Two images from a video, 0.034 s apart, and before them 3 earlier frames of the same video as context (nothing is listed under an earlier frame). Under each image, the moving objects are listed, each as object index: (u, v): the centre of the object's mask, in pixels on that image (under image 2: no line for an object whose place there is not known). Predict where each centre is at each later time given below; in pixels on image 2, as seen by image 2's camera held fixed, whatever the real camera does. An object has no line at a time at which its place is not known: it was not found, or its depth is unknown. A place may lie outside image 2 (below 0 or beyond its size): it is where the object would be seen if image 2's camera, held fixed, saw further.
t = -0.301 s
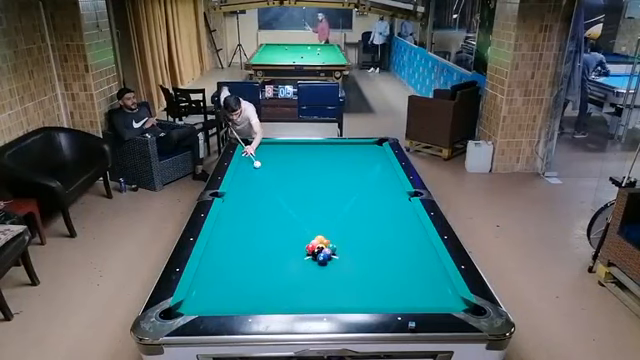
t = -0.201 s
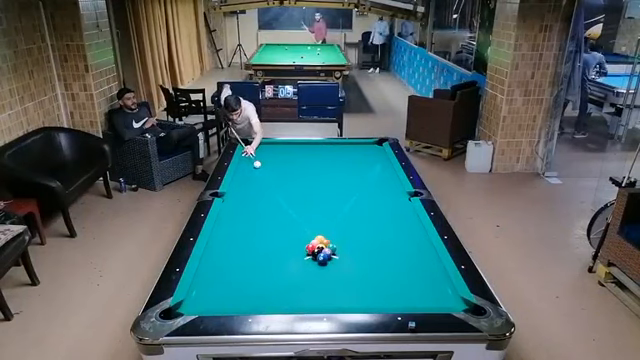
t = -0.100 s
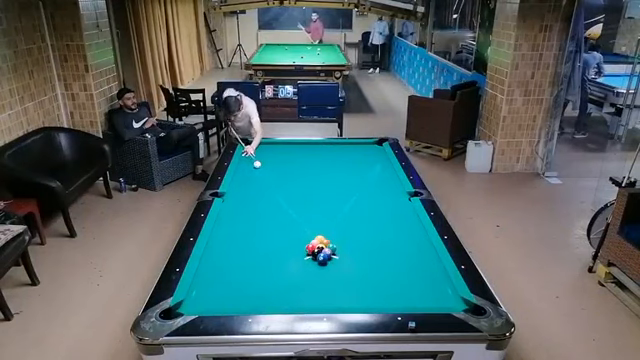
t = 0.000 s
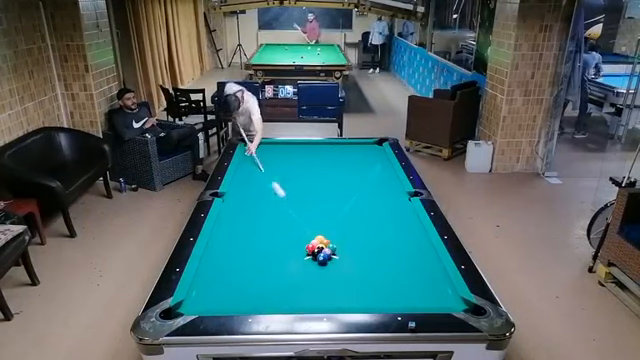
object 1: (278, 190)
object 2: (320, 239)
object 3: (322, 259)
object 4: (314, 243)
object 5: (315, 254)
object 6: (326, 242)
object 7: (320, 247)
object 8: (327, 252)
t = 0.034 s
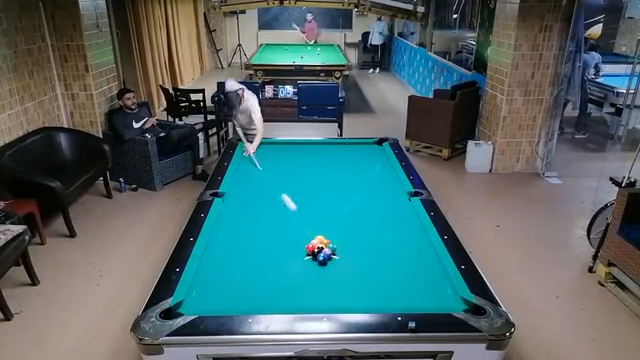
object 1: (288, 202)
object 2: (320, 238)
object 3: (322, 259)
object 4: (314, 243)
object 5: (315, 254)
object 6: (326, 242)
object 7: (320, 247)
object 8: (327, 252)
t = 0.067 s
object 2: (320, 238)
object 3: (322, 259)
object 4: (314, 243)
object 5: (315, 254)
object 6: (325, 242)
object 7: (320, 247)
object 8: (327, 252)
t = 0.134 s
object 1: (307, 235)
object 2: (324, 236)
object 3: (315, 267)
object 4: (313, 244)
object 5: (316, 256)
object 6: (331, 244)
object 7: (322, 248)
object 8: (327, 254)
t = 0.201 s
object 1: (293, 237)
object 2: (331, 233)
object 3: (298, 284)
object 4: (310, 243)
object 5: (317, 262)
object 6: (337, 246)
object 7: (325, 249)
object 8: (328, 256)
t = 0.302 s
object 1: (273, 241)
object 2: (340, 228)
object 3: (274, 303)
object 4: (306, 242)
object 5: (319, 268)
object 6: (347, 247)
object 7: (332, 250)
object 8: (331, 259)
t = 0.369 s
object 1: (261, 244)
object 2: (346, 224)
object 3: (268, 297)
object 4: (303, 240)
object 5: (320, 272)
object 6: (354, 248)
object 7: (334, 252)
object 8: (332, 261)
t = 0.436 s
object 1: (249, 248)
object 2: (351, 221)
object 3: (263, 288)
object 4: (300, 239)
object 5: (321, 276)
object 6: (361, 249)
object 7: (337, 252)
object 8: (333, 263)
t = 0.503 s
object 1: (239, 253)
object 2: (357, 217)
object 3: (259, 280)
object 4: (298, 238)
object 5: (323, 281)
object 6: (368, 251)
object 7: (340, 253)
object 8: (335, 265)
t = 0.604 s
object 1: (224, 263)
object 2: (364, 213)
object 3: (252, 269)
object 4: (294, 237)
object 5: (324, 287)
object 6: (378, 252)
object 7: (345, 255)
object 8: (336, 268)
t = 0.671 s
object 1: (213, 273)
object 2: (369, 209)
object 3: (247, 261)
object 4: (291, 236)
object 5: (326, 292)
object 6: (385, 253)
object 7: (348, 256)
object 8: (338, 270)
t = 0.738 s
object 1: (203, 283)
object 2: (374, 206)
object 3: (242, 255)
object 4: (289, 235)
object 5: (327, 297)
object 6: (392, 255)
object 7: (351, 256)
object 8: (340, 272)
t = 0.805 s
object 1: (192, 293)
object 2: (379, 203)
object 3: (239, 248)
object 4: (286, 235)
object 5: (328, 300)
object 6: (399, 255)
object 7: (354, 257)
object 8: (341, 274)
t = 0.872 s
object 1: (194, 302)
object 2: (383, 200)
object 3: (235, 243)
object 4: (284, 234)
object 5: (329, 303)
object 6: (405, 257)
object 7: (356, 258)
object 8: (342, 276)
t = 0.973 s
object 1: (191, 305)
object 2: (389, 196)
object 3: (230, 235)
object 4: (281, 233)
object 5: (330, 301)
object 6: (415, 258)
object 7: (360, 259)
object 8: (343, 279)
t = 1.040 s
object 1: (187, 303)
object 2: (393, 194)
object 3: (227, 229)
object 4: (279, 232)
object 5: (330, 299)
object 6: (422, 259)
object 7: (363, 260)
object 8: (344, 281)
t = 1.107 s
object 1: (190, 303)
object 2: (396, 191)
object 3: (224, 225)
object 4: (277, 231)
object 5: (330, 296)
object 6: (428, 260)
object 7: (366, 261)
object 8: (346, 283)
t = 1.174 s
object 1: (193, 303)
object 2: (400, 189)
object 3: (221, 220)
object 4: (275, 230)
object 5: (331, 294)
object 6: (435, 261)
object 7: (368, 262)
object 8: (347, 285)
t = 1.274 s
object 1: (197, 304)
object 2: (396, 186)
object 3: (224, 214)
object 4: (272, 230)
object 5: (331, 290)
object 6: (432, 261)
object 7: (372, 262)
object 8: (348, 288)
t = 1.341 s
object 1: (199, 304)
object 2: (392, 184)
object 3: (228, 210)
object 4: (270, 229)
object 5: (331, 288)
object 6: (429, 262)
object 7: (374, 263)
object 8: (349, 289)
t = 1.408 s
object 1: (202, 305)
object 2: (389, 182)
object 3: (231, 206)
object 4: (268, 228)
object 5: (331, 286)
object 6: (426, 262)
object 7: (377, 263)
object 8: (351, 291)
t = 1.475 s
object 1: (204, 304)
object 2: (386, 181)
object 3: (234, 203)
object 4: (267, 228)
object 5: (332, 284)
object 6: (423, 263)
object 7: (379, 264)
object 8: (352, 293)
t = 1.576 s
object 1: (207, 304)
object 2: (381, 178)
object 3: (240, 198)
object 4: (264, 227)
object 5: (332, 280)
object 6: (419, 263)
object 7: (382, 265)
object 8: (353, 295)
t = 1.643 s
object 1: (209, 303)
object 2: (378, 176)
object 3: (242, 195)
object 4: (262, 226)
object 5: (332, 278)
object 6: (416, 263)
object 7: (384, 265)
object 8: (354, 297)
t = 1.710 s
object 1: (210, 303)
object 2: (375, 175)
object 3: (245, 192)
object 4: (261, 226)
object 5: (332, 276)
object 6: (413, 264)
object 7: (387, 266)
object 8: (355, 299)
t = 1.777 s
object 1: (212, 303)
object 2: (373, 173)
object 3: (248, 190)
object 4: (260, 225)
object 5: (333, 275)
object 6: (410, 264)
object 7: (388, 266)
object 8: (356, 300)
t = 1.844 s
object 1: (213, 303)
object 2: (370, 172)
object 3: (251, 187)
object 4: (258, 225)
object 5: (332, 273)
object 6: (408, 264)
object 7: (390, 267)
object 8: (356, 301)
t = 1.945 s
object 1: (215, 302)
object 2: (366, 170)
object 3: (255, 183)
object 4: (256, 224)
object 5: (332, 270)
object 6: (404, 264)
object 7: (393, 267)
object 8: (358, 302)
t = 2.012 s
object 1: (217, 302)
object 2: (363, 169)
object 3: (257, 180)
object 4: (254, 224)
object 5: (333, 268)
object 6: (403, 264)
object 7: (394, 268)
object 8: (358, 302)
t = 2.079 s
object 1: (218, 301)
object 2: (361, 167)
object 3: (259, 178)
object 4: (253, 223)
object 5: (333, 266)
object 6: (402, 264)
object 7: (394, 269)
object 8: (358, 302)
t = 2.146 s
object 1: (219, 301)
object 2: (359, 166)
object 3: (262, 175)
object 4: (252, 222)
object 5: (333, 265)
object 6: (401, 264)
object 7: (394, 270)
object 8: (358, 302)
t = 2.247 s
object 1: (221, 301)
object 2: (355, 164)
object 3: (265, 172)
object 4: (250, 222)
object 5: (333, 262)
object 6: (401, 263)
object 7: (393, 272)
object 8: (359, 300)
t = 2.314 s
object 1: (222, 301)
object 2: (353, 163)
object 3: (267, 170)
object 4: (249, 222)
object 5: (333, 261)
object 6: (400, 263)
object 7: (393, 273)
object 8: (359, 300)
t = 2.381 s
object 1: (223, 301)
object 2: (350, 162)
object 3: (269, 168)
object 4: (248, 221)
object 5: (333, 259)
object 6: (400, 263)
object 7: (393, 274)
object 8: (359, 299)
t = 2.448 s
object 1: (223, 301)
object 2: (348, 160)
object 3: (271, 165)
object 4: (247, 221)
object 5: (333, 258)
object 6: (400, 263)
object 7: (393, 275)
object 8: (359, 299)
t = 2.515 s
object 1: (224, 301)
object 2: (346, 159)
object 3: (273, 164)
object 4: (246, 221)
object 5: (333, 257)
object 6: (400, 263)
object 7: (392, 275)
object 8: (359, 298)
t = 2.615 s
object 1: (225, 300)
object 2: (343, 158)
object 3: (276, 161)
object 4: (245, 220)
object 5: (333, 255)
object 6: (400, 263)
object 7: (392, 276)
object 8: (359, 298)
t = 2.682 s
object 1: (226, 300)
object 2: (340, 156)
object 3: (279, 158)
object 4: (244, 220)
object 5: (333, 253)
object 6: (400, 263)
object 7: (392, 277)
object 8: (359, 297)
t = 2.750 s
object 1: (227, 300)
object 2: (337, 155)
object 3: (282, 155)
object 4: (242, 219)
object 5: (333, 251)
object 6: (400, 263)
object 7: (392, 277)
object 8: (359, 297)
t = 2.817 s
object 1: (227, 300)
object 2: (335, 154)
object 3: (283, 154)
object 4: (242, 219)
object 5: (333, 250)
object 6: (400, 263)
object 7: (392, 278)
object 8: (359, 296)
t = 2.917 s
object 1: (228, 300)
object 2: (332, 152)
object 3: (285, 151)
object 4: (241, 218)
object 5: (334, 249)
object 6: (400, 263)
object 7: (392, 278)
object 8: (359, 296)
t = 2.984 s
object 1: (228, 300)
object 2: (330, 151)
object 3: (288, 150)
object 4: (240, 218)
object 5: (334, 248)
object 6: (400, 263)
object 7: (392, 279)
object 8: (359, 296)
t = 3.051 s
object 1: (228, 300)
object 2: (328, 150)
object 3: (289, 149)
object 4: (239, 218)
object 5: (334, 247)
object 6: (400, 263)
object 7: (392, 280)
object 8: (359, 295)
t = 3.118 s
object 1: (228, 300)
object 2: (327, 149)
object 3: (290, 146)
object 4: (239, 218)
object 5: (334, 246)
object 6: (399, 263)
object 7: (392, 280)
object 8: (359, 295)
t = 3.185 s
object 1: (228, 300)
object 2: (325, 149)
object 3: (292, 145)
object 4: (238, 218)
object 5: (335, 245)
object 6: (400, 263)
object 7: (392, 280)
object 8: (358, 295)
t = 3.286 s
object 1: (228, 300)
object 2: (323, 147)
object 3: (294, 144)
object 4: (238, 218)
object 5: (335, 244)
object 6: (400, 263)
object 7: (392, 281)
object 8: (358, 295)
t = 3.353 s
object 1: (228, 300)
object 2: (321, 146)
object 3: (296, 144)
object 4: (237, 217)
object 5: (335, 243)
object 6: (400, 263)
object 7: (392, 281)
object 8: (358, 295)
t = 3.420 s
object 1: (228, 300)
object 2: (319, 146)
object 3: (298, 145)
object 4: (237, 217)
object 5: (335, 242)
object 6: (400, 263)
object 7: (392, 281)
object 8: (358, 295)
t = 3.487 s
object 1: (228, 300)
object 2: (318, 146)
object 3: (300, 145)
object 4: (237, 217)
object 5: (335, 242)
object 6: (400, 263)
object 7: (392, 281)
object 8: (358, 295)
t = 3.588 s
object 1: (228, 300)
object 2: (315, 144)
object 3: (302, 147)
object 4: (236, 217)
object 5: (335, 241)
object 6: (400, 263)
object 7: (392, 281)
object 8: (358, 295)
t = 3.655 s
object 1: (228, 300)
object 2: (314, 143)
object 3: (304, 148)
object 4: (236, 217)
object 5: (336, 240)
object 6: (400, 263)
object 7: (392, 281)
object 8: (358, 295)
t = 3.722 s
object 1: (228, 300)
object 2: (313, 143)
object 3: (306, 149)
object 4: (236, 217)
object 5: (336, 240)
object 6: (400, 263)
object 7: (392, 281)
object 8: (358, 295)
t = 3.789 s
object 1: (228, 300)
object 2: (312, 143)
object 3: (308, 149)
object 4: (236, 217)
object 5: (336, 239)
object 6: (400, 263)
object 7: (392, 281)
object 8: (358, 295)
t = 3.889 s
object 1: (228, 300)
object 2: (310, 144)
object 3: (311, 151)
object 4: (236, 217)
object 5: (336, 238)
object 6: (400, 263)
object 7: (392, 281)
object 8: (358, 295)
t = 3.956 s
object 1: (228, 300)
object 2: (310, 144)
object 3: (312, 152)
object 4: (236, 217)
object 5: (336, 238)
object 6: (400, 263)
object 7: (392, 281)
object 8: (358, 295)
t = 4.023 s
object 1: (228, 300)
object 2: (308, 145)
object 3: (314, 152)
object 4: (236, 217)
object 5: (336, 237)
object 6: (400, 263)
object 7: (392, 281)
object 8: (358, 295)
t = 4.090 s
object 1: (228, 300)
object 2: (308, 145)
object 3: (317, 154)
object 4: (236, 217)
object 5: (337, 237)
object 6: (400, 263)
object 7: (392, 281)
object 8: (358, 295)
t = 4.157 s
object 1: (228, 300)
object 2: (307, 146)
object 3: (320, 154)
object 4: (236, 217)
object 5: (337, 237)
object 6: (400, 263)
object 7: (392, 281)
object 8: (358, 295)
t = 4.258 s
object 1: (228, 300)
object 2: (305, 147)
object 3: (321, 155)
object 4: (236, 217)
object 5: (337, 236)
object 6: (400, 263)
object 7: (392, 281)
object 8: (358, 295)
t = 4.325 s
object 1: (228, 300)
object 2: (304, 147)
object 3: (323, 156)
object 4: (236, 217)
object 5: (337, 236)
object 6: (400, 263)
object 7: (392, 281)
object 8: (358, 295)
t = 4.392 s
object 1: (228, 300)
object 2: (303, 147)
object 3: (325, 157)
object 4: (236, 217)
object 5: (337, 236)
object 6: (400, 263)
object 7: (392, 281)
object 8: (358, 295)
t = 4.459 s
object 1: (228, 300)
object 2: (303, 147)
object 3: (326, 157)
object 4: (236, 217)
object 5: (337, 236)
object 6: (400, 263)
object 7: (392, 281)
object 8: (358, 295)
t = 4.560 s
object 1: (228, 300)
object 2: (302, 148)
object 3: (329, 159)
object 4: (236, 217)
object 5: (337, 235)
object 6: (400, 263)
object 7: (392, 281)
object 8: (358, 295)
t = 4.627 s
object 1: (228, 300)
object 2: (301, 149)
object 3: (330, 160)
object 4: (236, 217)
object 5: (337, 235)
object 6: (400, 262)
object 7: (392, 281)
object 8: (358, 295)
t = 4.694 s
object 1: (228, 300)
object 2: (300, 149)
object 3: (332, 160)
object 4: (236, 217)
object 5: (337, 234)
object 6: (400, 263)
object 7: (392, 281)
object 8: (358, 295)
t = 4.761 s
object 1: (228, 300)
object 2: (299, 150)
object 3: (334, 161)
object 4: (236, 217)
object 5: (337, 235)
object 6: (400, 263)
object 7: (392, 281)
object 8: (358, 295)
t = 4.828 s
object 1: (228, 300)
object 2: (298, 150)
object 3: (336, 163)
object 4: (236, 217)
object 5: (337, 235)
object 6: (400, 263)
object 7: (392, 281)
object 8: (358, 295)
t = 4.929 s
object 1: (228, 300)
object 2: (297, 150)
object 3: (338, 163)
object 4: (236, 217)
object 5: (337, 235)
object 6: (400, 263)
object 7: (392, 281)
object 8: (358, 295)
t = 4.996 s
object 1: (228, 300)
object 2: (297, 151)
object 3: (340, 164)
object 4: (236, 217)
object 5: (337, 235)
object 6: (400, 263)
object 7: (392, 281)
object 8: (358, 295)
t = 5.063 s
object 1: (228, 300)
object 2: (296, 151)
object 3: (342, 165)
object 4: (236, 217)
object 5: (337, 235)
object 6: (400, 263)
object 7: (392, 281)
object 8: (358, 295)
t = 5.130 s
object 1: (228, 300)
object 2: (295, 151)
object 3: (344, 166)
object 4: (236, 217)
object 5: (337, 234)
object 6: (400, 263)
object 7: (392, 281)
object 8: (358, 295)
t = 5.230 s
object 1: (228, 300)
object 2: (294, 152)
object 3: (346, 166)
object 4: (236, 217)
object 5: (337, 234)
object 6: (400, 263)
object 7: (392, 281)
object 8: (358, 295)
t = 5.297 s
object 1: (228, 300)
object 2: (294, 152)
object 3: (348, 167)
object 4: (236, 217)
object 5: (337, 234)
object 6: (400, 263)
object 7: (392, 281)
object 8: (359, 295)
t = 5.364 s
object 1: (228, 300)
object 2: (293, 152)
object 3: (349, 168)
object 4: (236, 217)
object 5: (337, 234)
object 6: (400, 263)
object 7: (392, 281)
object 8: (358, 295)
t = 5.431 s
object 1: (228, 300)
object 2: (292, 152)
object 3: (350, 169)
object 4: (236, 217)
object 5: (337, 234)
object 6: (400, 263)
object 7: (392, 281)
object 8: (358, 295)
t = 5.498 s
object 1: (228, 300)
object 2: (292, 153)
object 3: (352, 169)
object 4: (236, 217)
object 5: (337, 234)
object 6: (400, 263)
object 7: (392, 281)
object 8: (358, 295)
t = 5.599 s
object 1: (228, 300)
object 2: (291, 153)
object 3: (354, 170)
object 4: (236, 217)
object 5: (337, 234)
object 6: (400, 263)
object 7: (392, 281)
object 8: (358, 295)
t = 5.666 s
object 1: (228, 300)
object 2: (290, 153)
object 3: (356, 171)
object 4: (236, 217)
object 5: (337, 234)
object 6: (400, 263)
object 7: (392, 281)
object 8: (358, 295)
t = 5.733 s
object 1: (228, 300)
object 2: (290, 154)
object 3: (357, 171)
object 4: (236, 217)
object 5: (337, 234)
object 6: (400, 263)
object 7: (392, 281)
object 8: (358, 295)
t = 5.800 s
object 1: (228, 300)
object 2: (289, 154)
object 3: (359, 172)
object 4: (236, 217)
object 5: (337, 234)
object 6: (400, 263)
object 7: (392, 281)
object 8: (358, 295)
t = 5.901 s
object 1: (228, 300)
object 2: (288, 154)
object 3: (361, 173)
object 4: (236, 217)
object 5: (337, 234)
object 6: (400, 263)
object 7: (392, 281)
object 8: (358, 295)
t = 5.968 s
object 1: (228, 300)
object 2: (288, 154)
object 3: (362, 174)
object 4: (236, 217)
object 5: (337, 234)
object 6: (400, 263)
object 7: (392, 281)
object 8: (358, 295)
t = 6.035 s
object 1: (228, 300)
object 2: (288, 155)
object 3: (364, 174)
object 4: (236, 217)
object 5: (337, 234)
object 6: (400, 263)
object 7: (392, 281)
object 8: (358, 295)
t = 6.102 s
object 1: (228, 300)
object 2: (287, 155)
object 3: (365, 175)
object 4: (236, 217)
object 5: (337, 234)
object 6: (400, 263)
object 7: (392, 281)
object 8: (358, 295)
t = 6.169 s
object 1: (228, 300)
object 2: (287, 155)
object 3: (366, 175)
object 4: (236, 217)
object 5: (337, 234)
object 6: (400, 263)
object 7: (392, 281)
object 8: (358, 295)
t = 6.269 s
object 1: (228, 300)
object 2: (286, 155)
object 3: (368, 176)
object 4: (236, 217)
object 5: (337, 234)
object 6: (400, 263)
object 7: (392, 281)
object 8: (358, 295)
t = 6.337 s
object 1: (228, 300)
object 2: (286, 155)
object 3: (370, 176)
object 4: (236, 217)
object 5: (337, 234)
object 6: (400, 263)
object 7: (392, 281)
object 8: (358, 295)
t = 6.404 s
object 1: (228, 300)
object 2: (286, 155)
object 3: (371, 177)
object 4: (236, 217)
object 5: (337, 234)
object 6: (400, 263)
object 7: (392, 281)
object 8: (358, 295)
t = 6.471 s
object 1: (228, 300)
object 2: (285, 155)
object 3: (372, 178)
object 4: (236, 217)
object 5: (337, 234)
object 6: (400, 263)
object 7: (392, 281)
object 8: (358, 295)
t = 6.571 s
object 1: (228, 300)
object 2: (285, 155)
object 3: (374, 179)
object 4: (236, 217)
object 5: (337, 234)
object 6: (400, 262)
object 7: (392, 281)
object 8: (358, 295)
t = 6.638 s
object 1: (228, 300)
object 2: (285, 156)
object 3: (375, 179)
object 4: (236, 217)
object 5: (337, 235)
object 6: (400, 263)
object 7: (392, 281)
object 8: (358, 295)
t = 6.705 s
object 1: (228, 300)
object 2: (285, 156)
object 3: (376, 180)
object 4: (236, 217)
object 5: (337, 234)
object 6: (400, 263)
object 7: (392, 281)
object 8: (358, 295)
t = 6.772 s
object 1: (228, 300)
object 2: (285, 156)
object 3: (377, 180)
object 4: (236, 217)
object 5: (337, 234)
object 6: (400, 263)
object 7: (392, 281)
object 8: (358, 295)
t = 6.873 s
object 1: (228, 300)
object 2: (285, 156)
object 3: (379, 181)
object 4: (236, 217)
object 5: (337, 234)
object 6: (400, 262)
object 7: (392, 281)
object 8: (358, 295)
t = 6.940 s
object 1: (228, 300)
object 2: (285, 156)
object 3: (380, 181)
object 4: (236, 217)
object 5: (337, 234)
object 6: (400, 263)
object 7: (392, 281)
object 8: (358, 295)
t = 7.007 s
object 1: (228, 300)
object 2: (285, 156)
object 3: (380, 181)
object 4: (236, 217)
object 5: (337, 234)
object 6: (400, 262)
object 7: (392, 281)
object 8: (358, 295)
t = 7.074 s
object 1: (228, 300)
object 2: (285, 156)
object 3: (381, 182)
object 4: (236, 217)
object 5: (337, 234)
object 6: (400, 263)
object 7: (392, 281)
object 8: (358, 295)
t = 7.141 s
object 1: (228, 300)
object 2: (285, 156)
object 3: (382, 183)
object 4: (236, 217)
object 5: (337, 235)
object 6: (400, 263)
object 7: (392, 281)
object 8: (358, 295)
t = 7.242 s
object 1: (228, 300)
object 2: (285, 156)
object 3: (383, 183)
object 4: (236, 217)
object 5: (337, 234)
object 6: (400, 263)
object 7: (392, 281)
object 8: (358, 295)
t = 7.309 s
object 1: (228, 300)
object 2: (285, 156)
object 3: (384, 183)
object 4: (236, 217)
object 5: (337, 234)
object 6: (400, 263)
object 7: (392, 281)
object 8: (358, 295)
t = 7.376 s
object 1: (228, 300)
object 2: (285, 156)
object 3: (385, 183)
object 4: (236, 217)
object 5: (337, 234)
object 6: (400, 262)
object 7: (392, 281)
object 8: (358, 295)
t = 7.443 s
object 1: (228, 300)
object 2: (285, 156)
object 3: (386, 184)
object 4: (236, 217)
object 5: (337, 234)
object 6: (400, 263)
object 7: (392, 281)
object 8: (358, 295)
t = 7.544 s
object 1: (228, 300)
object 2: (285, 156)
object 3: (387, 184)
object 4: (236, 217)
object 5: (337, 234)
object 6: (400, 262)
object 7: (392, 281)
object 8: (358, 295)
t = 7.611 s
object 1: (228, 300)
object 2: (285, 156)
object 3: (387, 185)
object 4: (236, 217)
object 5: (337, 234)
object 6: (400, 262)
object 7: (392, 281)
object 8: (358, 295)
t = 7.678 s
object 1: (228, 300)
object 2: (285, 156)
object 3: (388, 185)
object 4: (236, 217)
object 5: (337, 234)
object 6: (400, 262)
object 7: (392, 281)
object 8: (358, 295)
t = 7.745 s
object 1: (228, 300)
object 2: (285, 156)
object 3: (388, 185)
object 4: (236, 217)
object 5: (337, 234)
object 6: (400, 262)
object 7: (392, 281)
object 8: (358, 295)
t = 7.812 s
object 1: (228, 300)
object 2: (285, 156)
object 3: (389, 186)
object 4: (236, 217)
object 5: (337, 234)
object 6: (400, 262)
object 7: (392, 281)
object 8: (358, 295)
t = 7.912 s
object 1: (228, 300)
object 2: (285, 156)
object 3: (389, 186)
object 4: (236, 217)
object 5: (337, 234)
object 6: (400, 262)
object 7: (392, 281)
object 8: (358, 295)
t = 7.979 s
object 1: (228, 300)
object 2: (285, 156)
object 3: (390, 186)
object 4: (236, 217)
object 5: (337, 234)
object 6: (400, 262)
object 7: (392, 281)
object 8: (358, 295)
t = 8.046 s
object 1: (228, 300)
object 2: (285, 156)
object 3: (390, 186)
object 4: (236, 217)
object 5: (337, 234)
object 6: (400, 262)
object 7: (392, 281)
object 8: (358, 295)
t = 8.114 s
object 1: (228, 300)
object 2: (285, 156)
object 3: (390, 186)
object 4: (236, 217)
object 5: (337, 234)
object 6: (400, 262)
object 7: (392, 281)
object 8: (358, 295)
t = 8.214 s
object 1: (228, 300)
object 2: (285, 156)
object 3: (391, 187)
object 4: (236, 217)
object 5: (337, 234)
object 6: (400, 262)
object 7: (392, 281)
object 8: (358, 295)
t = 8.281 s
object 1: (228, 300)
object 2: (285, 156)
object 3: (391, 187)
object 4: (236, 217)
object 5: (337, 234)
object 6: (400, 263)
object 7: (392, 281)
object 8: (358, 295)
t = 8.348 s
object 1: (228, 300)
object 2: (285, 156)
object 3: (391, 187)
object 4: (236, 217)
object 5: (337, 234)
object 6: (400, 263)
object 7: (392, 281)
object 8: (358, 295)
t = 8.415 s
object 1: (228, 300)
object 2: (285, 156)
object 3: (391, 187)
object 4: (236, 217)
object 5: (337, 234)
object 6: (400, 263)
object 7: (392, 281)
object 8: (358, 295)
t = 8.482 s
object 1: (228, 300)
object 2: (285, 156)
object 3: (391, 187)
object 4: (236, 217)
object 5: (337, 234)
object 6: (400, 262)
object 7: (392, 281)
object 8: (358, 295)
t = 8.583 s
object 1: (228, 300)
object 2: (285, 156)
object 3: (391, 187)
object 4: (236, 217)
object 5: (337, 234)
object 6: (400, 262)
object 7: (392, 281)
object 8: (358, 295)
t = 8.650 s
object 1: (228, 300)
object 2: (285, 156)
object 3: (391, 187)
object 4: (236, 217)
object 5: (337, 234)
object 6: (400, 262)
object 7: (392, 281)
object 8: (358, 295)
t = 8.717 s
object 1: (228, 300)
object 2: (285, 156)
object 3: (391, 187)
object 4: (236, 217)
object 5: (337, 234)
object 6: (400, 263)
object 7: (392, 281)
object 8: (358, 295)
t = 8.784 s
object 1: (228, 300)
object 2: (285, 156)
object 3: (391, 187)
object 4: (236, 217)
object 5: (337, 234)
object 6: (400, 263)
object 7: (392, 281)
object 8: (358, 295)
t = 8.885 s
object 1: (228, 300)
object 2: (285, 156)
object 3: (391, 187)
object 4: (236, 217)
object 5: (337, 234)
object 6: (400, 262)
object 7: (392, 281)
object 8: (358, 295)
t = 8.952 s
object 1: (228, 300)
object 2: (285, 156)
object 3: (391, 187)
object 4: (236, 217)
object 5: (337, 234)
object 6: (400, 262)
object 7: (392, 281)
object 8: (358, 295)
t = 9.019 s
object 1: (228, 300)
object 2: (285, 156)
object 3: (391, 187)
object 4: (236, 217)
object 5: (337, 234)
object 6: (400, 262)
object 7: (392, 281)
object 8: (358, 295)
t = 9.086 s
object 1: (228, 300)
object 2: (285, 156)
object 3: (391, 187)
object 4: (236, 217)
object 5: (337, 234)
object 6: (400, 262)
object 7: (392, 281)
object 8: (358, 295)
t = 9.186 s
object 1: (228, 300)
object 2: (285, 156)
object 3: (391, 187)
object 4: (236, 217)
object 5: (337, 234)
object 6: (400, 262)
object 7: (392, 281)
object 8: (358, 295)
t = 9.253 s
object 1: (228, 300)
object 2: (285, 156)
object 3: (391, 187)
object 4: (236, 217)
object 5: (337, 234)
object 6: (400, 262)
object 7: (392, 281)
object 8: (358, 295)
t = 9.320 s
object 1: (228, 300)
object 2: (285, 156)
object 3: (391, 187)
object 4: (236, 217)
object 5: (337, 234)
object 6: (400, 262)
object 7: (392, 281)
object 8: (358, 295)
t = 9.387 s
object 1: (228, 300)
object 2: (285, 156)
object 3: (391, 187)
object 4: (236, 217)
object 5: (337, 234)
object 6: (400, 262)
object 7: (392, 281)
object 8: (358, 295)
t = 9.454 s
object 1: (228, 300)
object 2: (285, 156)
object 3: (391, 187)
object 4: (236, 217)
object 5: (337, 234)
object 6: (400, 262)
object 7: (392, 281)
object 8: (358, 295)
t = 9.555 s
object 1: (228, 300)
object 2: (285, 156)
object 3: (391, 187)
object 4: (236, 217)
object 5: (337, 234)
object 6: (400, 262)
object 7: (392, 281)
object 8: (358, 295)
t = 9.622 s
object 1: (228, 300)
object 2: (285, 156)
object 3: (391, 187)
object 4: (236, 217)
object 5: (337, 234)
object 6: (400, 262)
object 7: (392, 281)
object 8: (359, 295)
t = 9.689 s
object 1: (228, 300)
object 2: (285, 156)
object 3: (391, 187)
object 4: (236, 217)
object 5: (337, 234)
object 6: (400, 262)
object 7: (392, 281)
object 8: (358, 295)
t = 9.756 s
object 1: (228, 300)
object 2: (285, 156)
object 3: (391, 187)
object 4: (236, 217)
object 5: (337, 234)
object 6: (400, 262)
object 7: (392, 281)
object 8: (358, 295)
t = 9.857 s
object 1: (228, 300)
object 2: (285, 156)
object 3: (391, 187)
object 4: (236, 217)
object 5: (337, 234)
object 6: (400, 262)
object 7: (392, 281)
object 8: (358, 295)
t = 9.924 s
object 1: (228, 300)
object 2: (285, 156)
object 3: (391, 187)
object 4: (236, 217)
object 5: (337, 234)
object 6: (400, 262)
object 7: (392, 281)
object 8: (358, 295)
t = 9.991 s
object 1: (228, 300)
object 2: (285, 156)
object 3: (391, 187)
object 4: (236, 217)
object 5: (337, 234)
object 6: (400, 262)
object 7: (392, 281)
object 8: (358, 295)
